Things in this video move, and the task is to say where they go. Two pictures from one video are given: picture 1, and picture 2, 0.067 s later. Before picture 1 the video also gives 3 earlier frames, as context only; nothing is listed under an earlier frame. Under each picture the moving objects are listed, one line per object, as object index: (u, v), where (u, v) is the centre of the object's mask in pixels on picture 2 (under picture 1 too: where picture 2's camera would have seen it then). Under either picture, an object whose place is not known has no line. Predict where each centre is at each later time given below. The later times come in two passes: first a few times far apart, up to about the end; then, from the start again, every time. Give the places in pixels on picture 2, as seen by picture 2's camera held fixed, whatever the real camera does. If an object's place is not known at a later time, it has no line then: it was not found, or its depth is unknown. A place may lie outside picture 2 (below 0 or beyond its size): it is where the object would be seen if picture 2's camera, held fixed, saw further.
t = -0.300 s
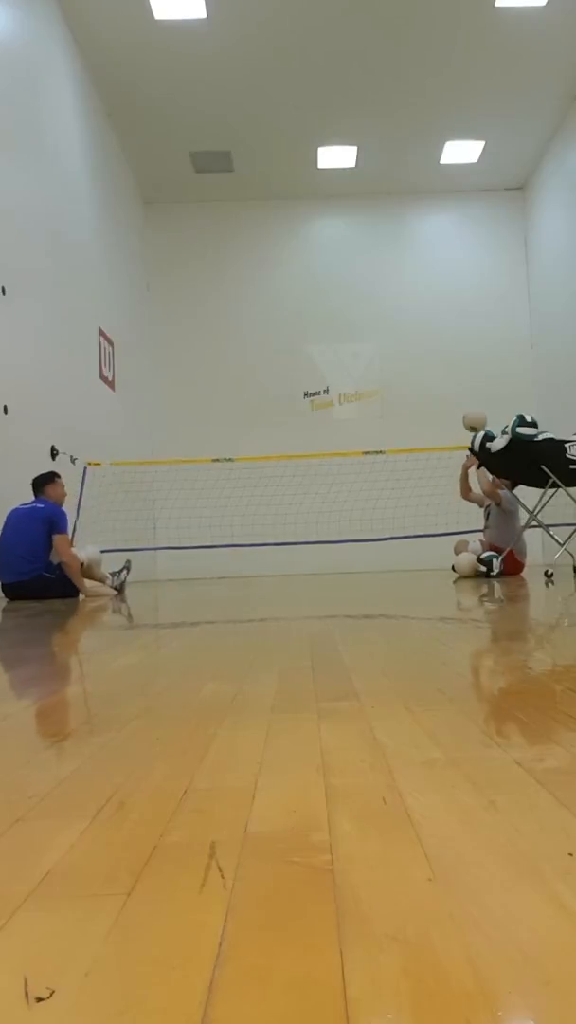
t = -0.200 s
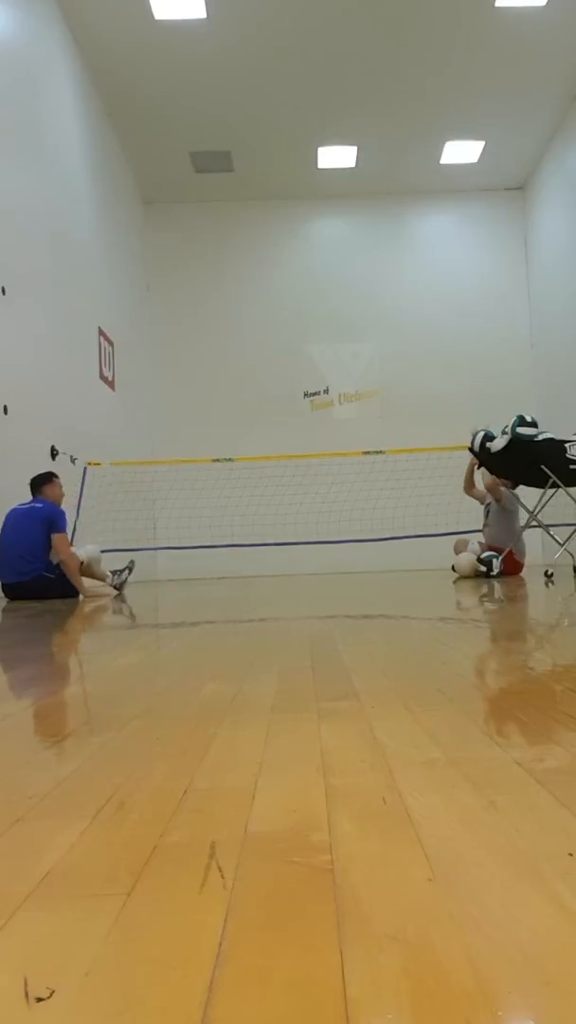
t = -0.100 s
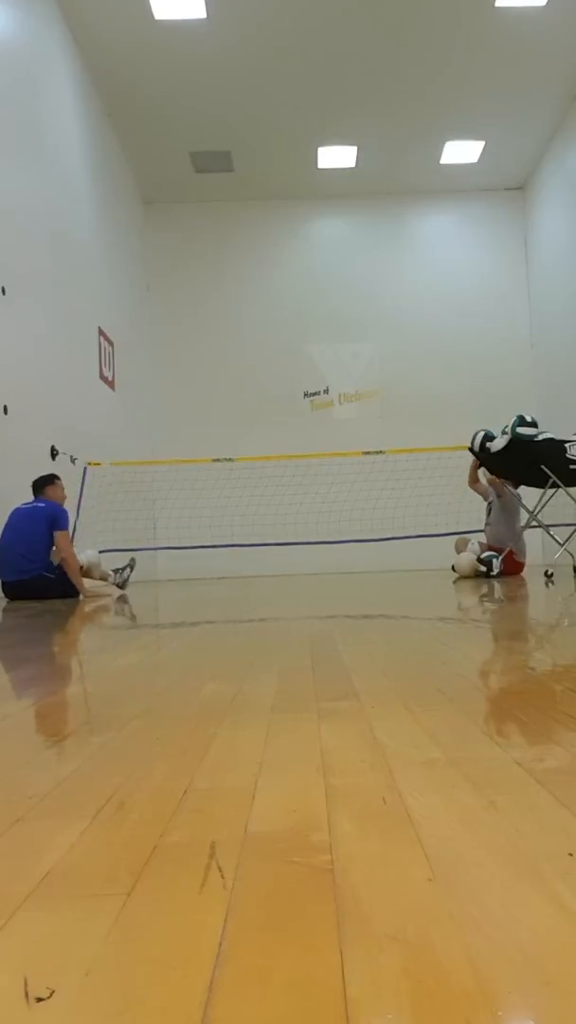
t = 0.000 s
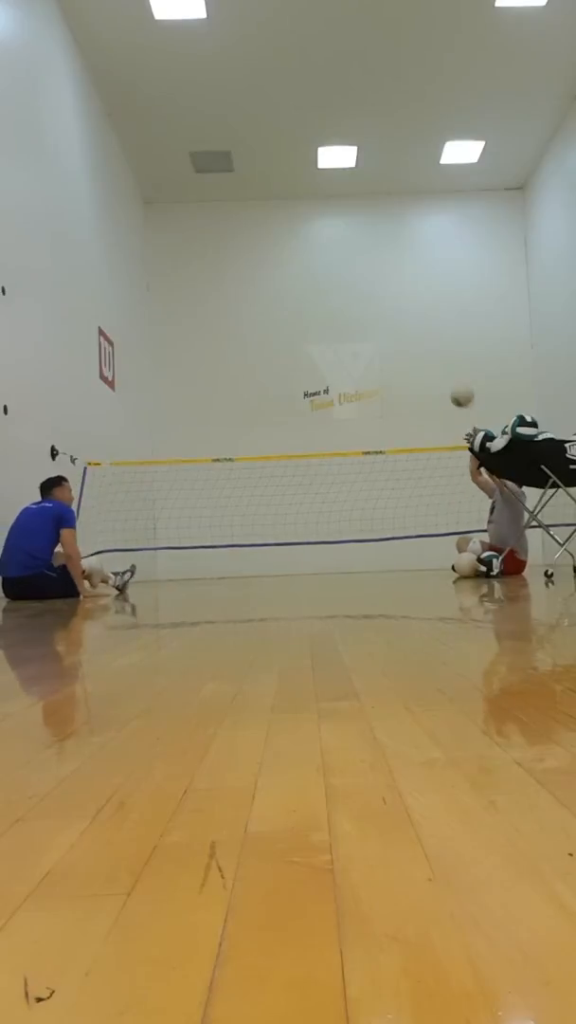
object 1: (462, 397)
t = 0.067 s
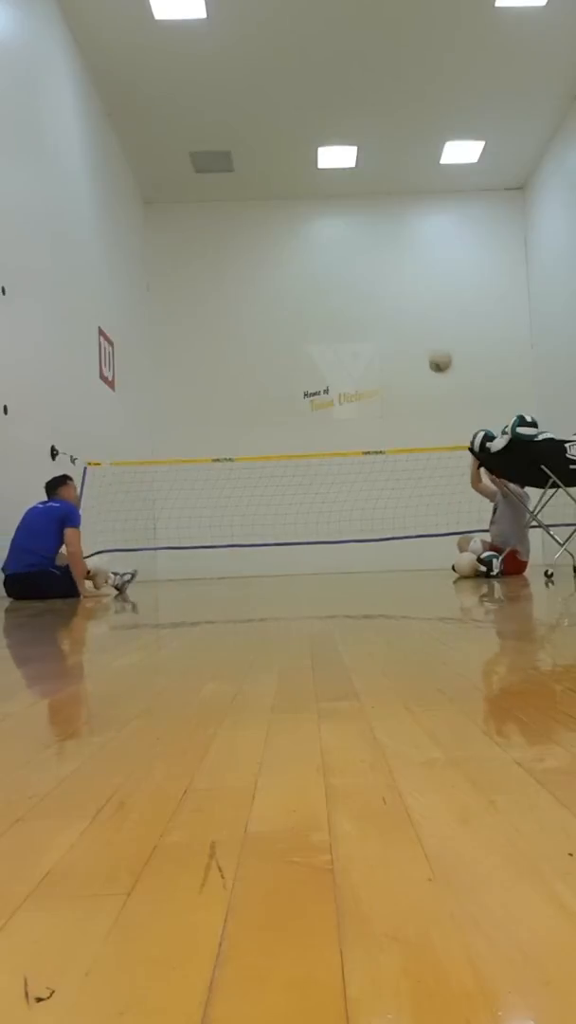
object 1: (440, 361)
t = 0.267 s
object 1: (378, 288)
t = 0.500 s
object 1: (311, 257)
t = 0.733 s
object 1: (249, 284)
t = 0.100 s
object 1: (429, 345)
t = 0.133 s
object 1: (419, 332)
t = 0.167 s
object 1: (408, 319)
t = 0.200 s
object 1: (398, 307)
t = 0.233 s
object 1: (388, 297)
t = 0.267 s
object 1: (378, 288)
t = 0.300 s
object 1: (368, 280)
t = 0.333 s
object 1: (358, 273)
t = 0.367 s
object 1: (349, 267)
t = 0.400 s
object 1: (339, 263)
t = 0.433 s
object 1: (330, 260)
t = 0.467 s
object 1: (320, 258)
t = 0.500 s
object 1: (311, 257)
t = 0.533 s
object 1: (302, 257)
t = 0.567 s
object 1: (293, 260)
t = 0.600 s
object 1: (284, 262)
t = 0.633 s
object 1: (275, 266)
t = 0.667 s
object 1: (266, 271)
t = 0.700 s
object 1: (258, 277)
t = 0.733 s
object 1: (249, 284)
